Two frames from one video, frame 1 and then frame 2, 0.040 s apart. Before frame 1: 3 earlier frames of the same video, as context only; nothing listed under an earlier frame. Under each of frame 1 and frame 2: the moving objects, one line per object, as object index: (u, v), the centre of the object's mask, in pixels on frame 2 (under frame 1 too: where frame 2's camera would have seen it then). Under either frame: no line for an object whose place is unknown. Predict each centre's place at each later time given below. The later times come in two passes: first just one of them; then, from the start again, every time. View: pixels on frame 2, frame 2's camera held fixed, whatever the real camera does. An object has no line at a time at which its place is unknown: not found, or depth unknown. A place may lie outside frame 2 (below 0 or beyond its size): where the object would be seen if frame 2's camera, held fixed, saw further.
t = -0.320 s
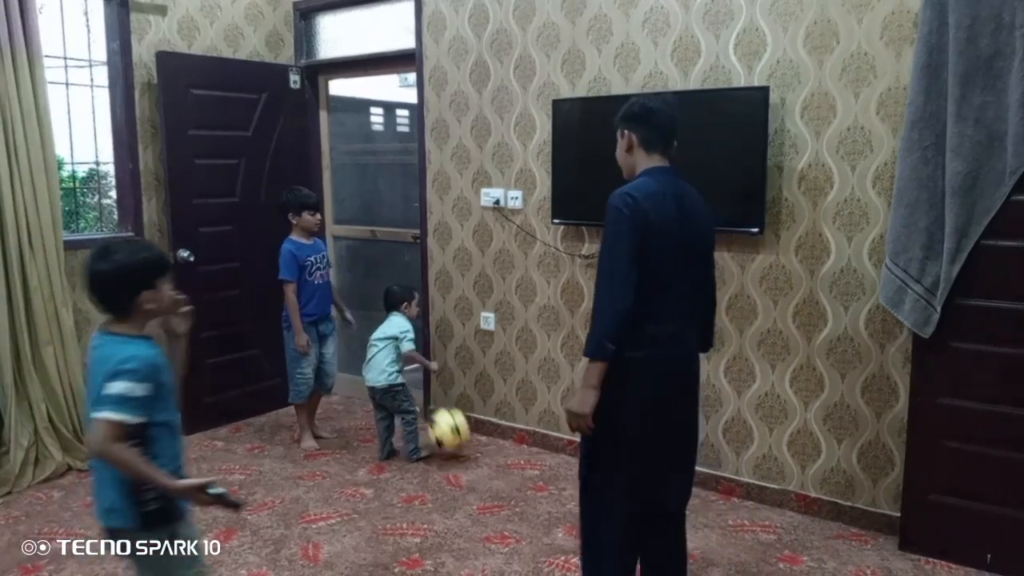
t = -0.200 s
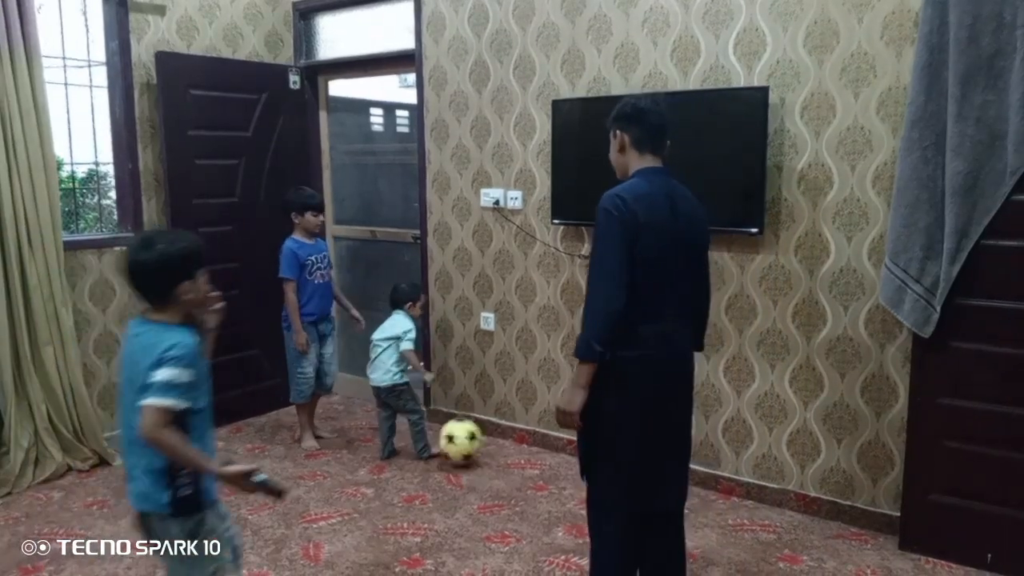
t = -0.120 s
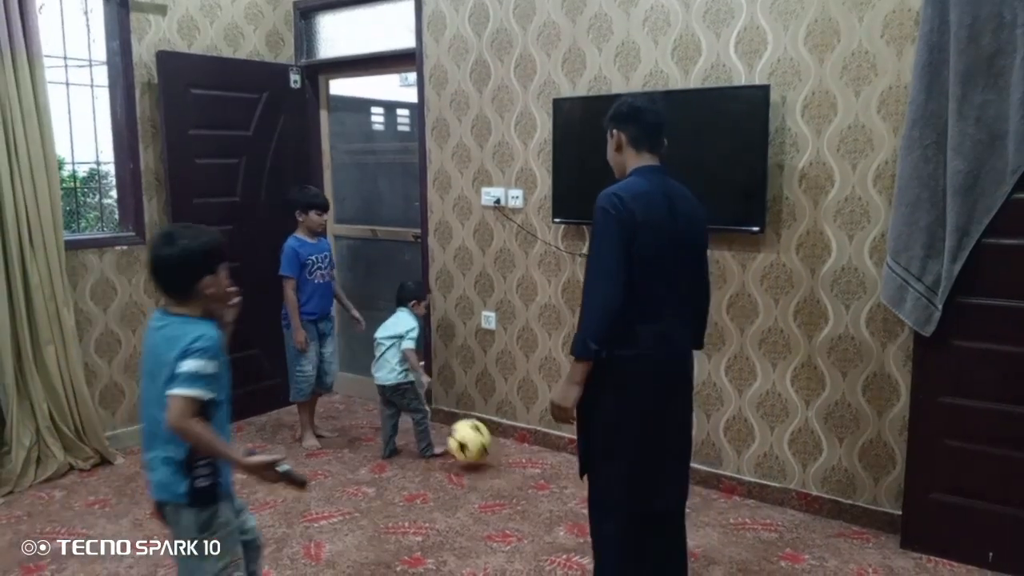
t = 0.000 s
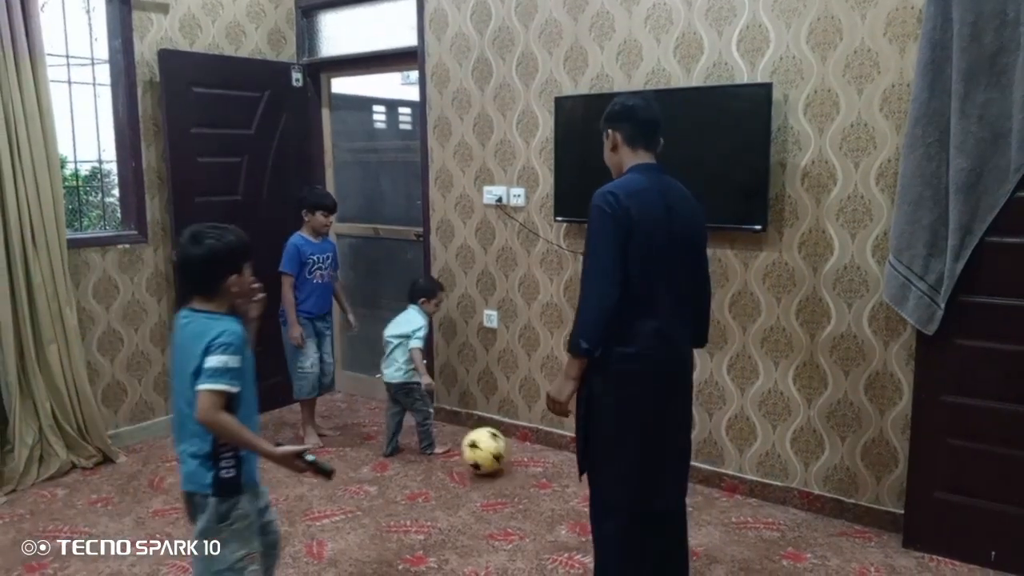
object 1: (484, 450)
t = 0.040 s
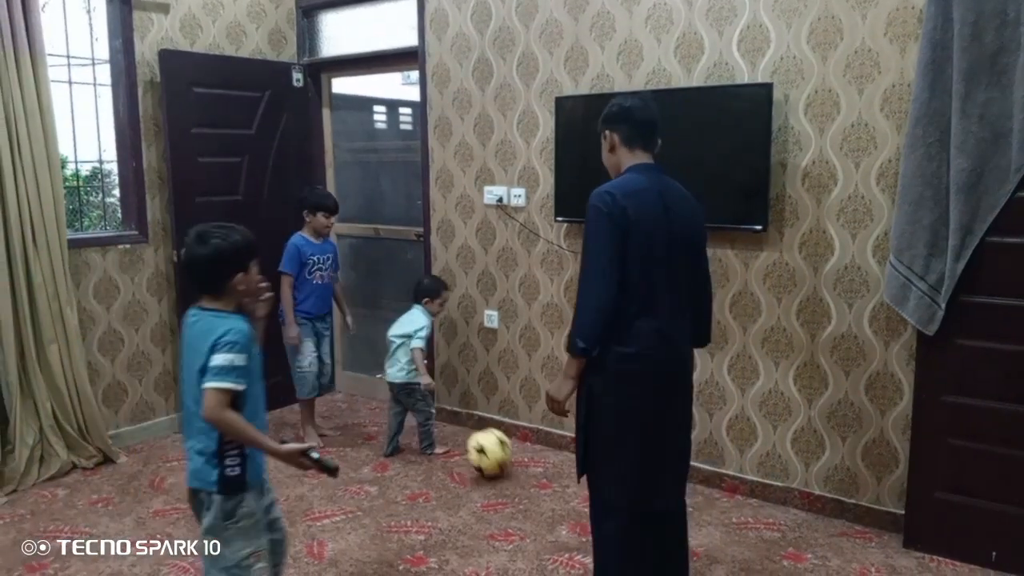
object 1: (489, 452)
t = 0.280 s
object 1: (516, 466)
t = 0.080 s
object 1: (493, 456)
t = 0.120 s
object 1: (498, 459)
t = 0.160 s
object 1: (502, 459)
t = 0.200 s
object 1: (507, 462)
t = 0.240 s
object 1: (512, 466)
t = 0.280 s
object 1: (516, 466)
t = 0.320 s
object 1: (522, 470)
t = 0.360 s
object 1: (526, 471)
